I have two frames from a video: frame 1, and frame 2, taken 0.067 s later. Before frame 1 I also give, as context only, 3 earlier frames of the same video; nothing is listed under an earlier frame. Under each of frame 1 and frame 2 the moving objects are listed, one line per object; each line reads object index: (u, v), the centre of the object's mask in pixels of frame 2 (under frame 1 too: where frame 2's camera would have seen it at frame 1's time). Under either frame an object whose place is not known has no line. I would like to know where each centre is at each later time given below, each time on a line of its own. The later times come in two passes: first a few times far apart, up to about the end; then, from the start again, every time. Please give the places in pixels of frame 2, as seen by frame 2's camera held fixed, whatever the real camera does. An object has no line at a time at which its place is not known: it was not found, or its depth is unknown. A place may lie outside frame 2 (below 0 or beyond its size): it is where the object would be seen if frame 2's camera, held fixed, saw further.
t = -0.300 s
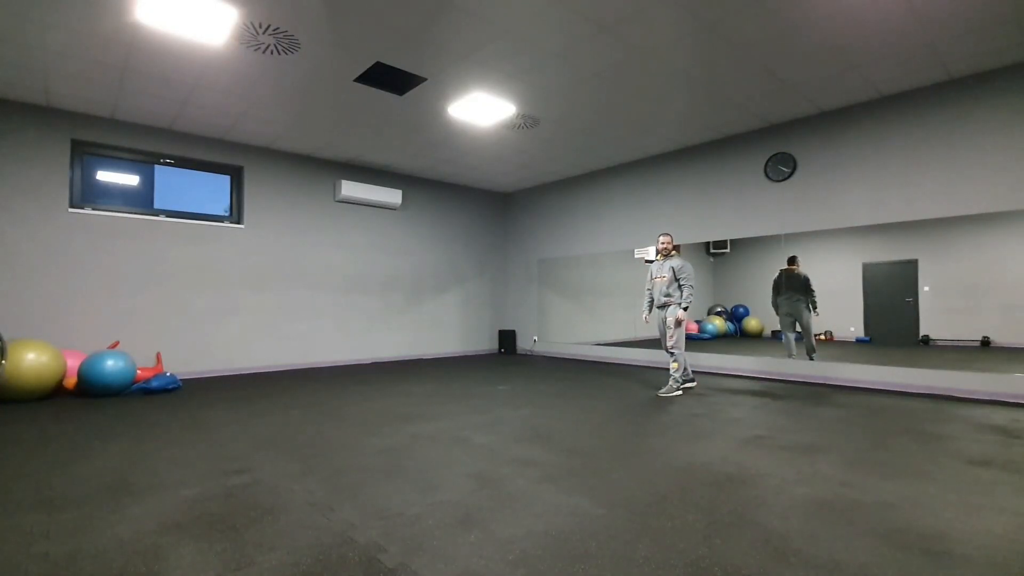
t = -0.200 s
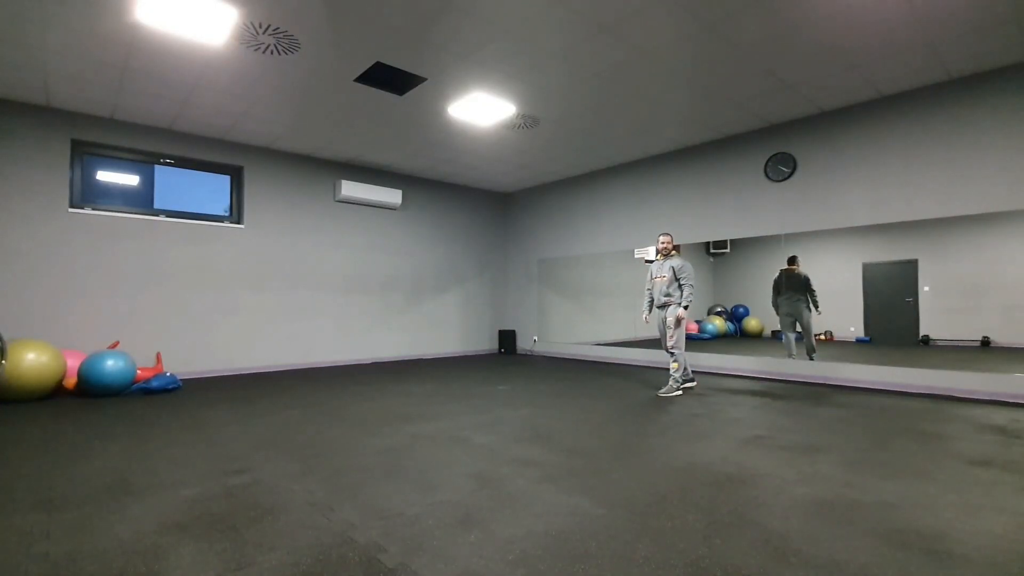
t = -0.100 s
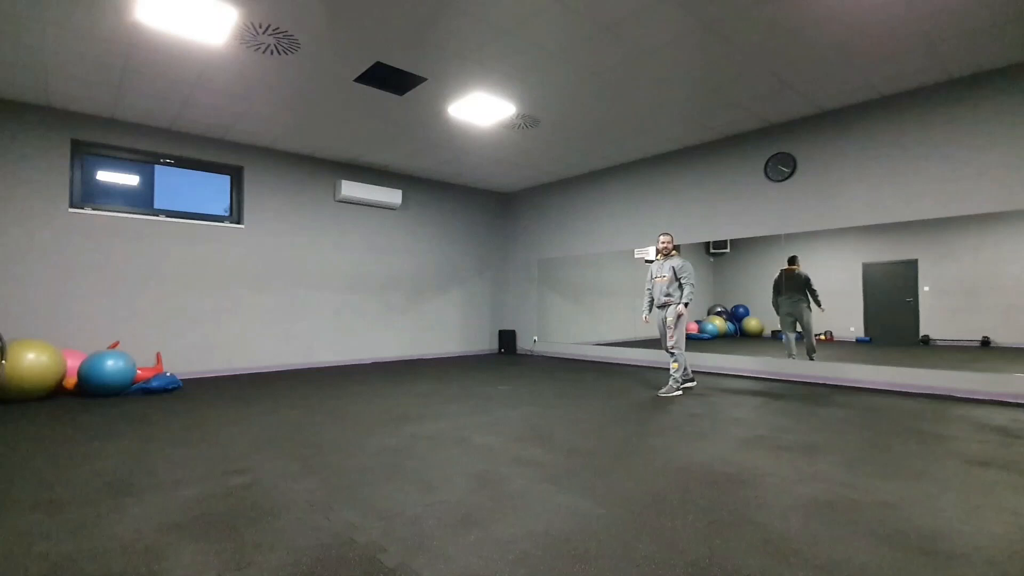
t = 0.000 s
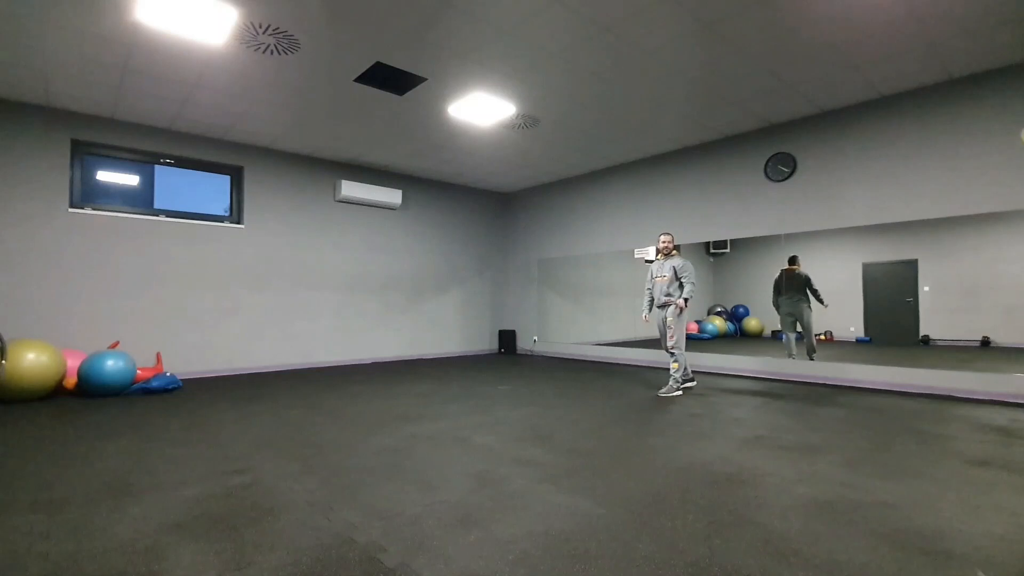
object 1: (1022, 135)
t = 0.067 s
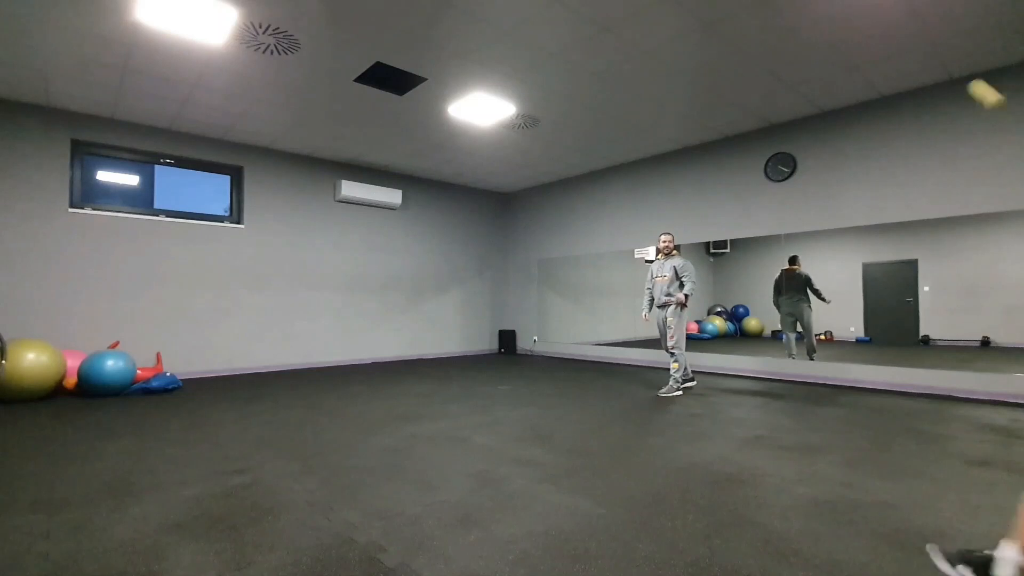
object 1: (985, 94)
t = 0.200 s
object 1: (899, 42)
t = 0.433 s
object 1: (798, 47)
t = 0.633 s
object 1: (741, 109)
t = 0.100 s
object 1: (961, 75)
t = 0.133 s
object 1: (939, 62)
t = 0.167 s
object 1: (918, 50)
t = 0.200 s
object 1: (899, 42)
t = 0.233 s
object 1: (881, 36)
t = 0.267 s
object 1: (865, 33)
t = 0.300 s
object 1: (850, 33)
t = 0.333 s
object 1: (836, 34)
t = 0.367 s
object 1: (823, 37)
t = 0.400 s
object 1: (810, 42)
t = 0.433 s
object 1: (798, 47)
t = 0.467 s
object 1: (787, 55)
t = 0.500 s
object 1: (777, 64)
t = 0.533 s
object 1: (767, 73)
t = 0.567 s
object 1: (758, 84)
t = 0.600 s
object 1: (749, 96)
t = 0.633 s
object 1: (741, 109)
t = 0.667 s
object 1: (733, 123)
